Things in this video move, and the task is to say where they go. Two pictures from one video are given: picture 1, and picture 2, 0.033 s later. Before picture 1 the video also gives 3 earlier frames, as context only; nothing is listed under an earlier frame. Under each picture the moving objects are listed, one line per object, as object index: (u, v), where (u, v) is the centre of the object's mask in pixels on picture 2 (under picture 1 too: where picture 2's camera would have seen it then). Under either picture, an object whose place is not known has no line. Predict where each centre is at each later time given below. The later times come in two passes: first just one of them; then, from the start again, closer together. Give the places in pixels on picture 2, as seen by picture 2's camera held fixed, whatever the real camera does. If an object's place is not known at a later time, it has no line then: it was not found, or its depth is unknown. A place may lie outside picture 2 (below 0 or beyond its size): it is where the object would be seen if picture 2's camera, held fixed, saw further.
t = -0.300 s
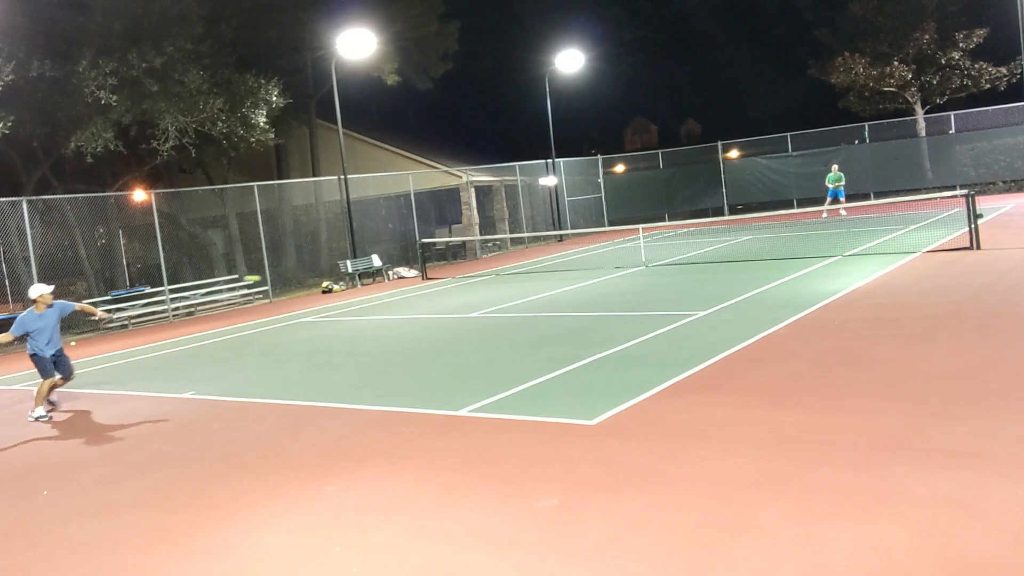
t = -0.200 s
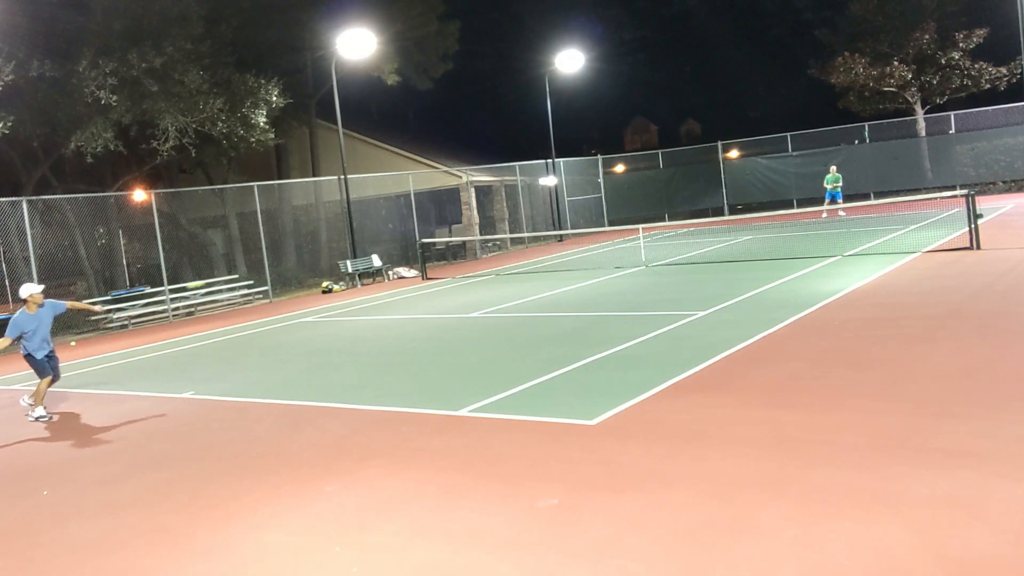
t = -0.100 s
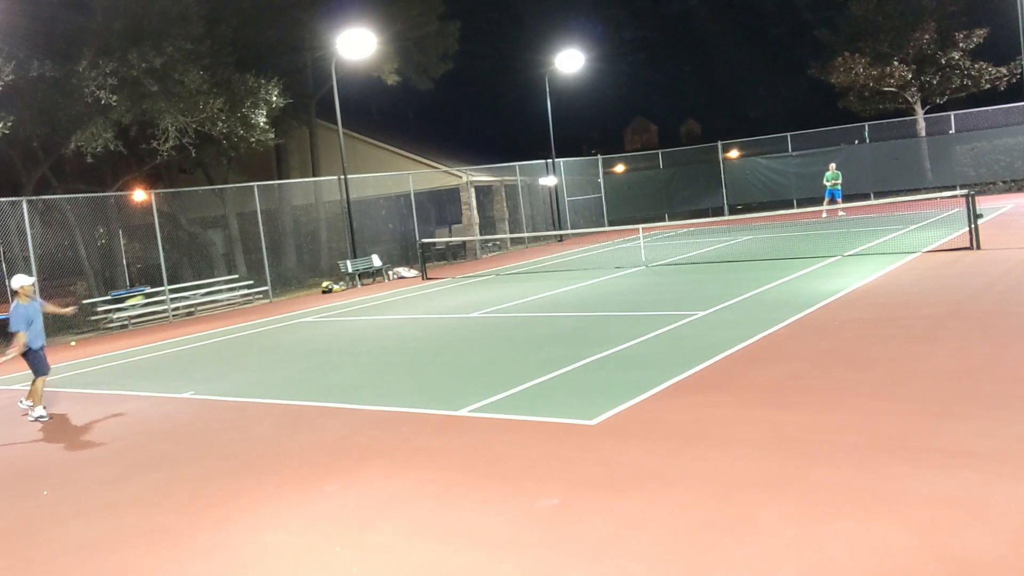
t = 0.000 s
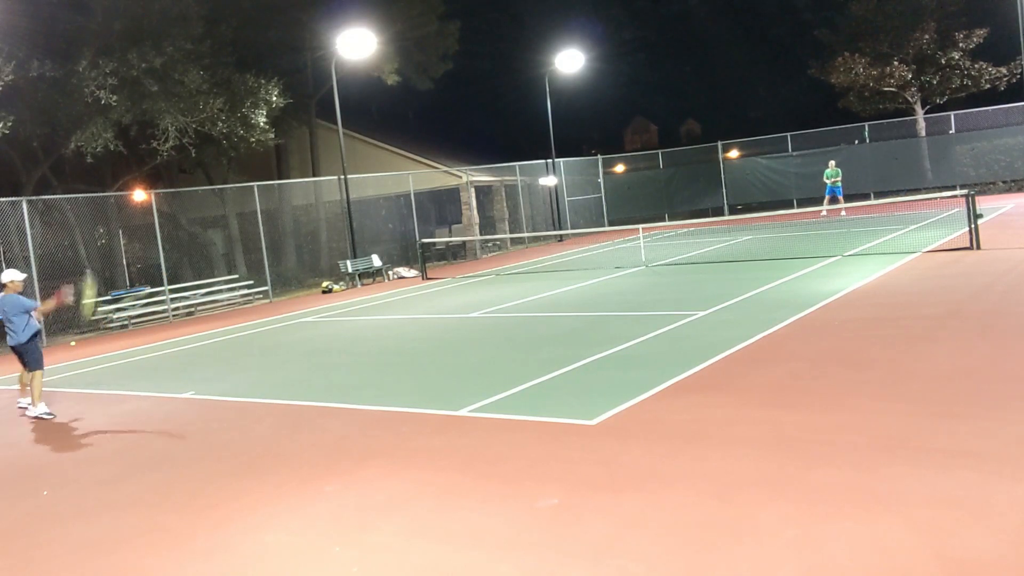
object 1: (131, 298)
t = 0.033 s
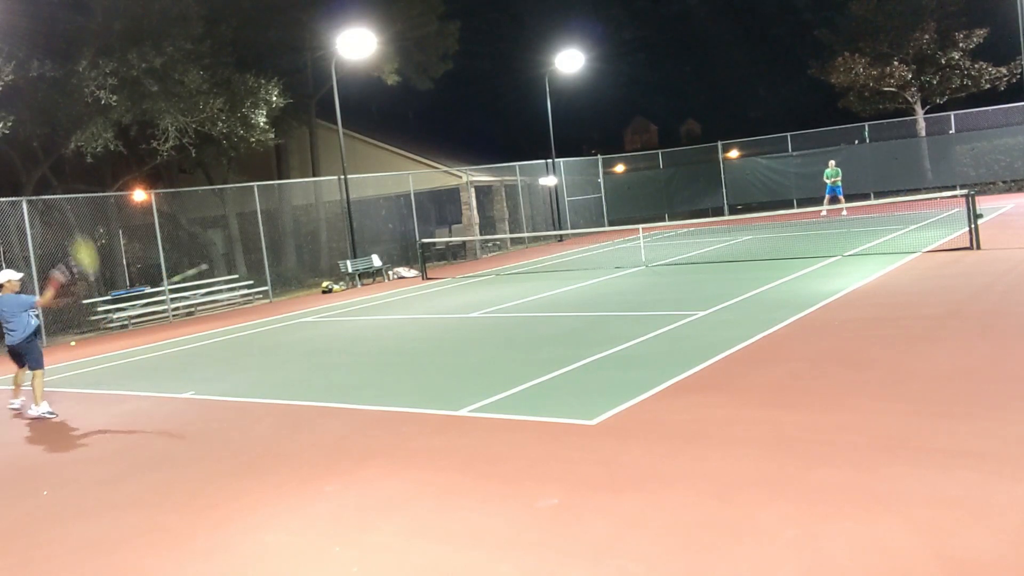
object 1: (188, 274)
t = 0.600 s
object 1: (660, 152)
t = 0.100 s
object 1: (289, 232)
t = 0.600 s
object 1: (660, 152)
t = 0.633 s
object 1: (673, 155)
